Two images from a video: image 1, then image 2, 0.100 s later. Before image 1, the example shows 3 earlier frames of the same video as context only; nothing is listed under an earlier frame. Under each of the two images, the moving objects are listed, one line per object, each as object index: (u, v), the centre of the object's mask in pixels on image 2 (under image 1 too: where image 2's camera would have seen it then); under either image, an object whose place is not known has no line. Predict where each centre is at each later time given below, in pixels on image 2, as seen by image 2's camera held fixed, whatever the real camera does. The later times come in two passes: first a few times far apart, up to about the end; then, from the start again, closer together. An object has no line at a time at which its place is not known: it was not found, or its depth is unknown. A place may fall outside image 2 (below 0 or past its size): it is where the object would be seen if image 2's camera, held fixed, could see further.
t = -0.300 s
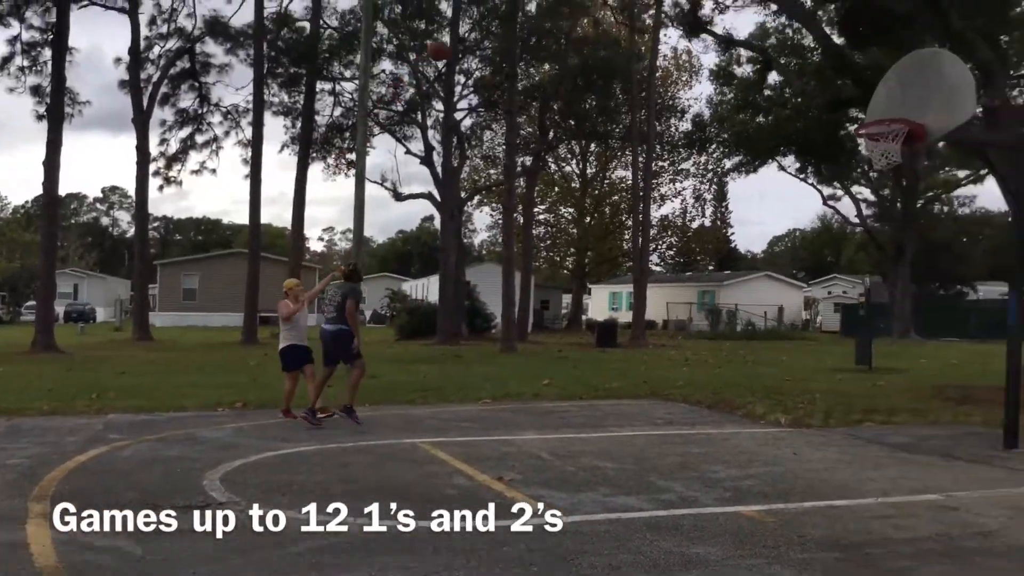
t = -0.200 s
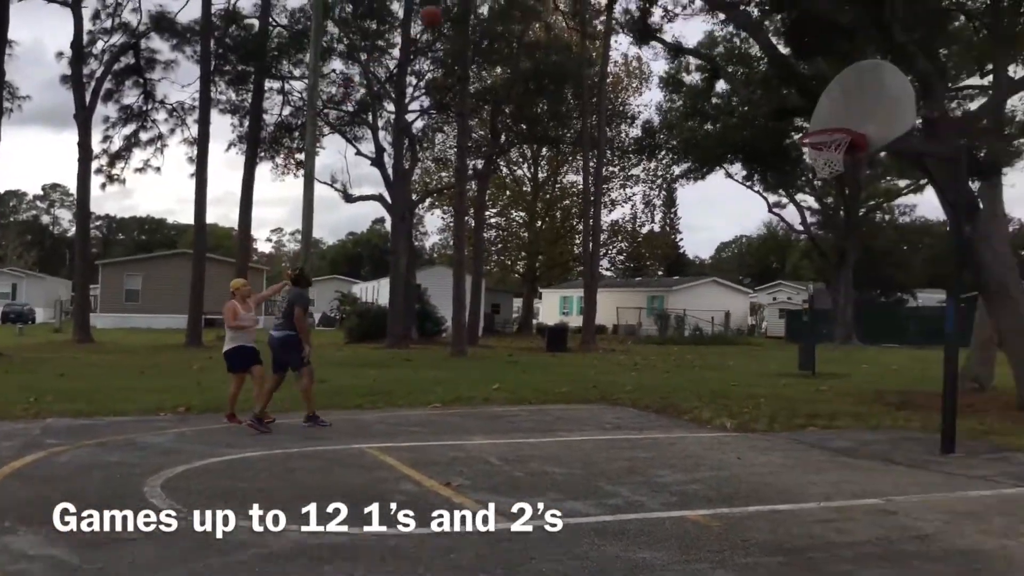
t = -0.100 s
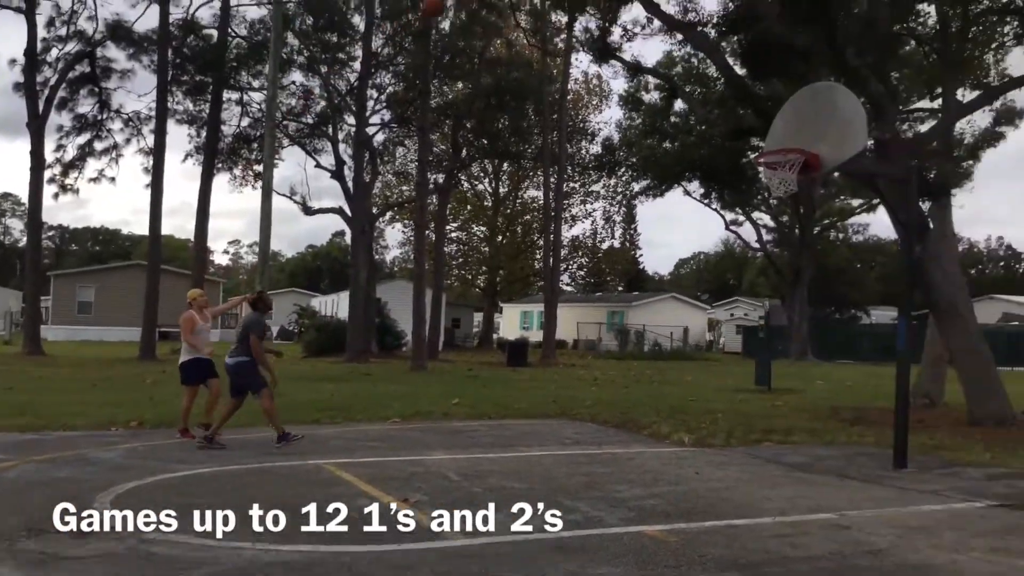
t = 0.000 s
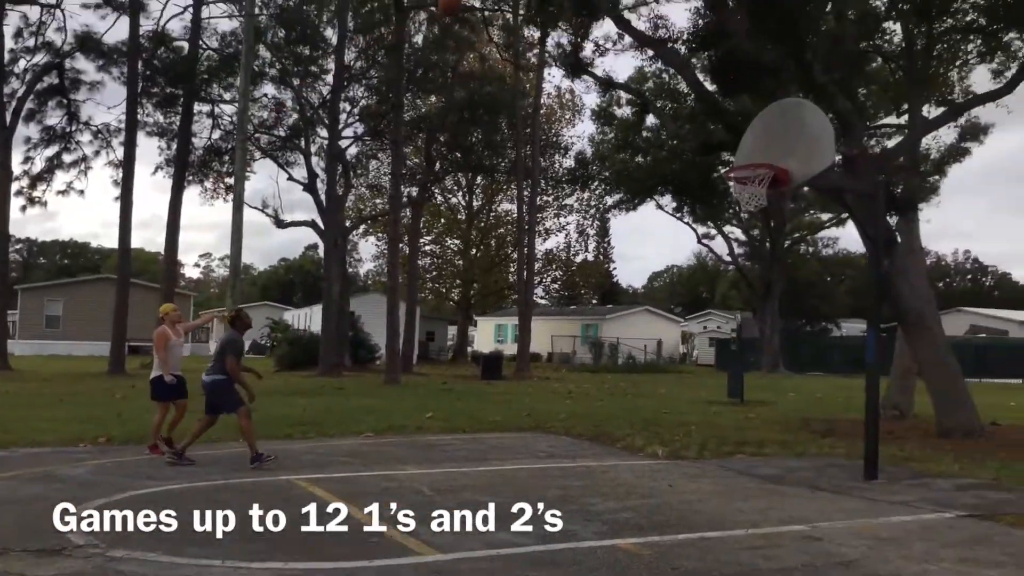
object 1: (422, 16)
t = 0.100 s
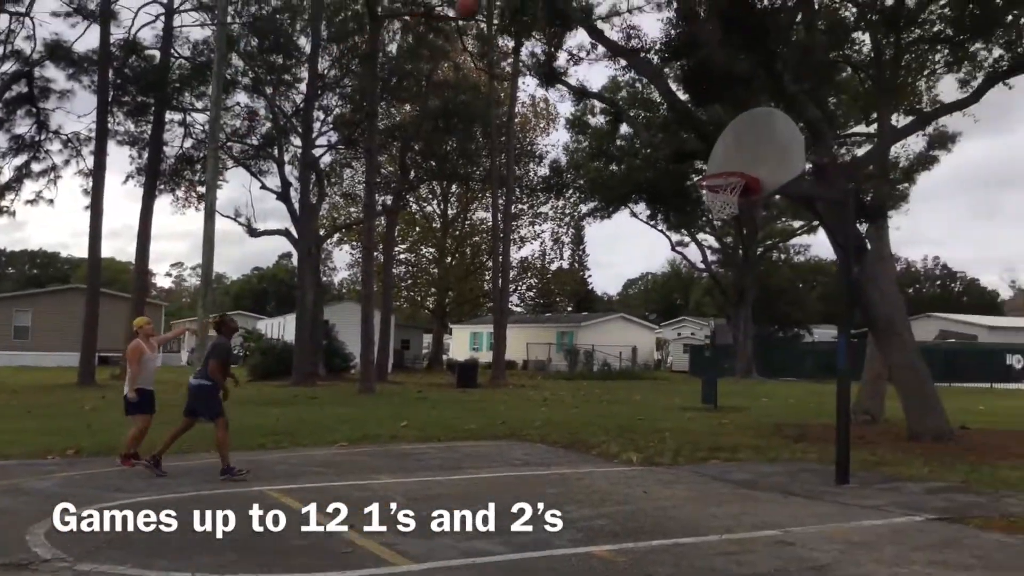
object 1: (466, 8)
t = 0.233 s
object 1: (522, 17)
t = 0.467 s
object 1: (622, 70)
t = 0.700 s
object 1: (726, 169)
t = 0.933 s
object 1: (671, 111)
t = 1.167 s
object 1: (607, 89)
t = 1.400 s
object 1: (540, 125)
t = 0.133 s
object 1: (479, 10)
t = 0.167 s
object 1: (494, 12)
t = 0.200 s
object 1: (507, 11)
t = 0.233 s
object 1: (522, 17)
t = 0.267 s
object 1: (536, 22)
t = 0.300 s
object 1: (550, 28)
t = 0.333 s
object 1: (565, 34)
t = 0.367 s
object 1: (580, 41)
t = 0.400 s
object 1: (594, 50)
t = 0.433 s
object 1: (607, 60)
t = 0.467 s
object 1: (622, 70)
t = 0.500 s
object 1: (638, 82)
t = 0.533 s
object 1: (652, 95)
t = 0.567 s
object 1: (667, 109)
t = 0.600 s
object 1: (683, 126)
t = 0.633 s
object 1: (697, 143)
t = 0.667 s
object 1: (712, 161)
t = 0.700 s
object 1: (726, 169)
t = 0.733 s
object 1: (723, 163)
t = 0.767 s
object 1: (714, 151)
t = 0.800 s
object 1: (704, 140)
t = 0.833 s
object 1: (695, 130)
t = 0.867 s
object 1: (687, 122)
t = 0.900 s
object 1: (678, 114)
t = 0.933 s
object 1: (671, 111)
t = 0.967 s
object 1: (658, 103)
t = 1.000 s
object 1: (652, 97)
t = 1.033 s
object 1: (642, 95)
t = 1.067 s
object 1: (633, 92)
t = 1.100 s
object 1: (624, 90)
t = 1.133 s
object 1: (615, 90)
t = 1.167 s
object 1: (607, 89)
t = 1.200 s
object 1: (597, 92)
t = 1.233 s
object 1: (587, 95)
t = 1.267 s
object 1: (578, 99)
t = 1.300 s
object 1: (568, 104)
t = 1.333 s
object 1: (559, 110)
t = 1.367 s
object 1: (549, 117)
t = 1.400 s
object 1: (540, 125)
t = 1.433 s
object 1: (530, 135)
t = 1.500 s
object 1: (509, 156)
